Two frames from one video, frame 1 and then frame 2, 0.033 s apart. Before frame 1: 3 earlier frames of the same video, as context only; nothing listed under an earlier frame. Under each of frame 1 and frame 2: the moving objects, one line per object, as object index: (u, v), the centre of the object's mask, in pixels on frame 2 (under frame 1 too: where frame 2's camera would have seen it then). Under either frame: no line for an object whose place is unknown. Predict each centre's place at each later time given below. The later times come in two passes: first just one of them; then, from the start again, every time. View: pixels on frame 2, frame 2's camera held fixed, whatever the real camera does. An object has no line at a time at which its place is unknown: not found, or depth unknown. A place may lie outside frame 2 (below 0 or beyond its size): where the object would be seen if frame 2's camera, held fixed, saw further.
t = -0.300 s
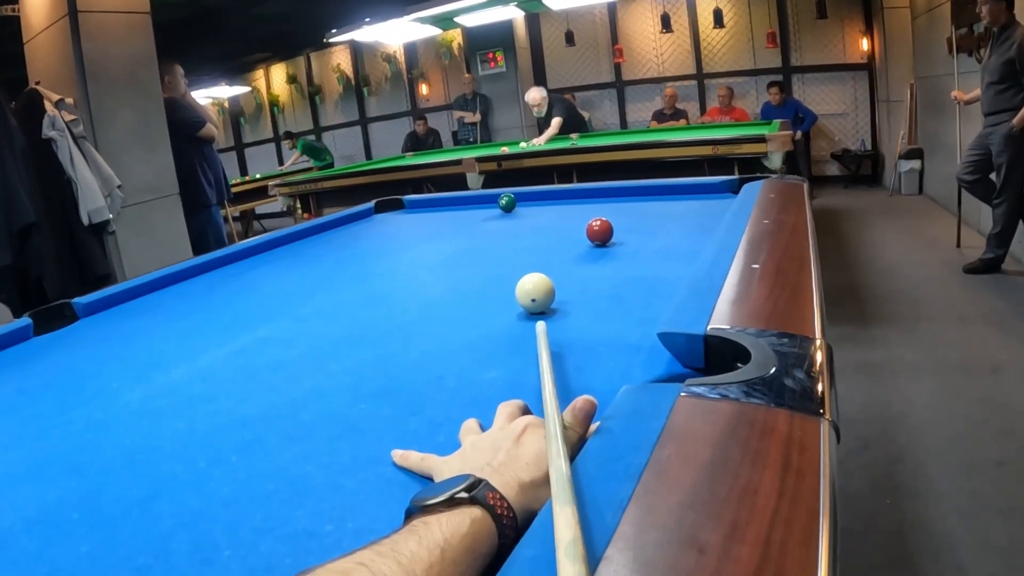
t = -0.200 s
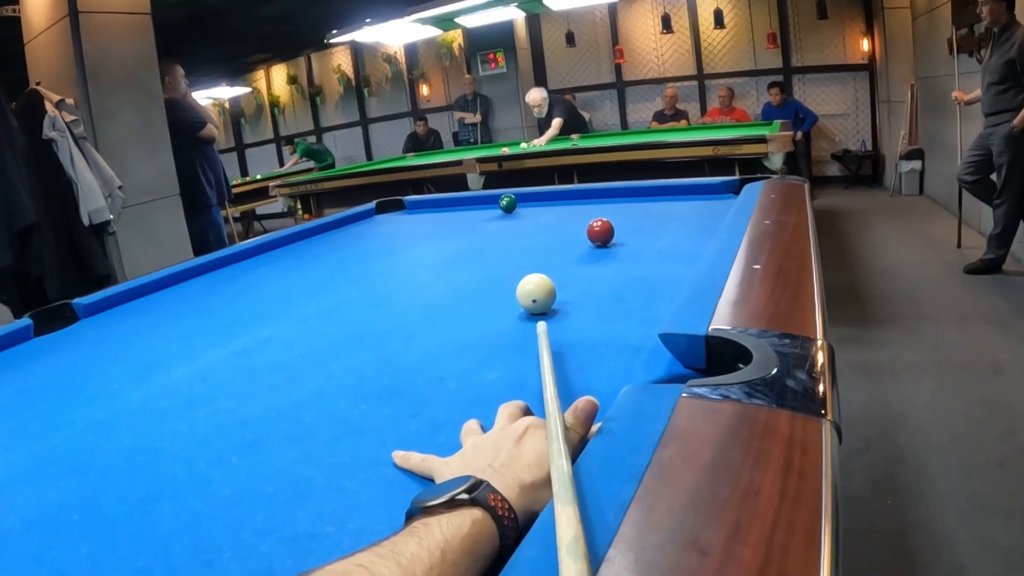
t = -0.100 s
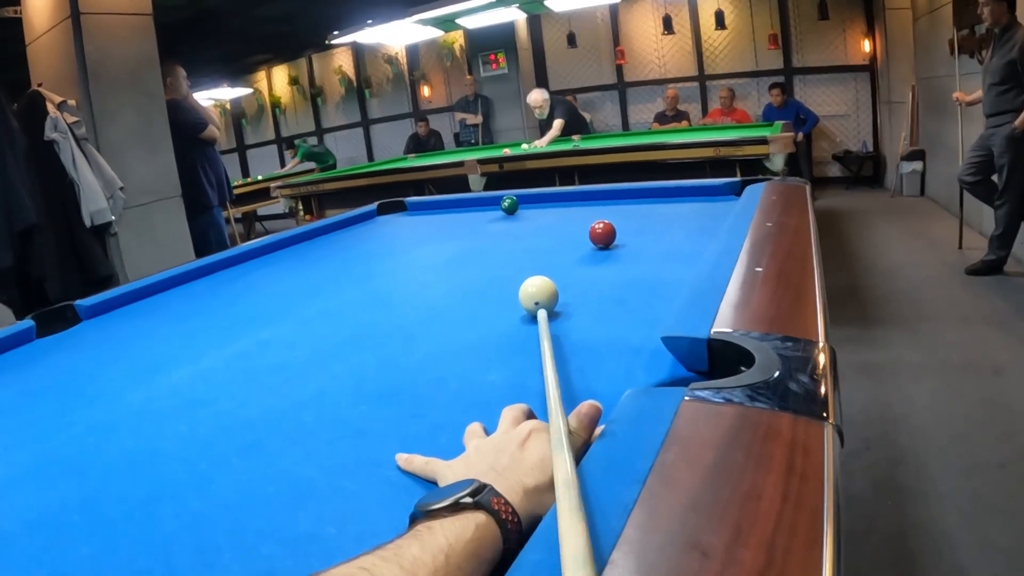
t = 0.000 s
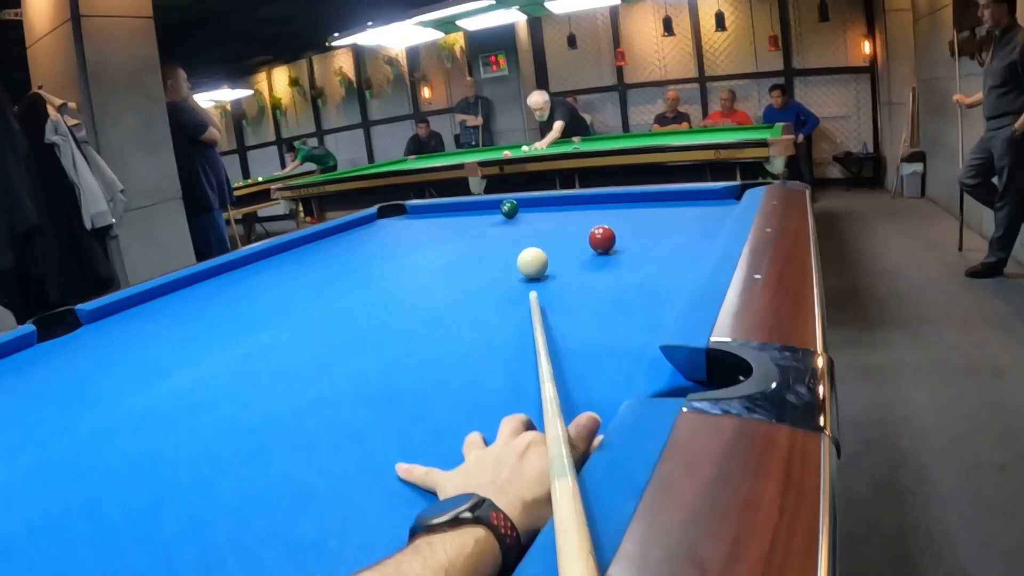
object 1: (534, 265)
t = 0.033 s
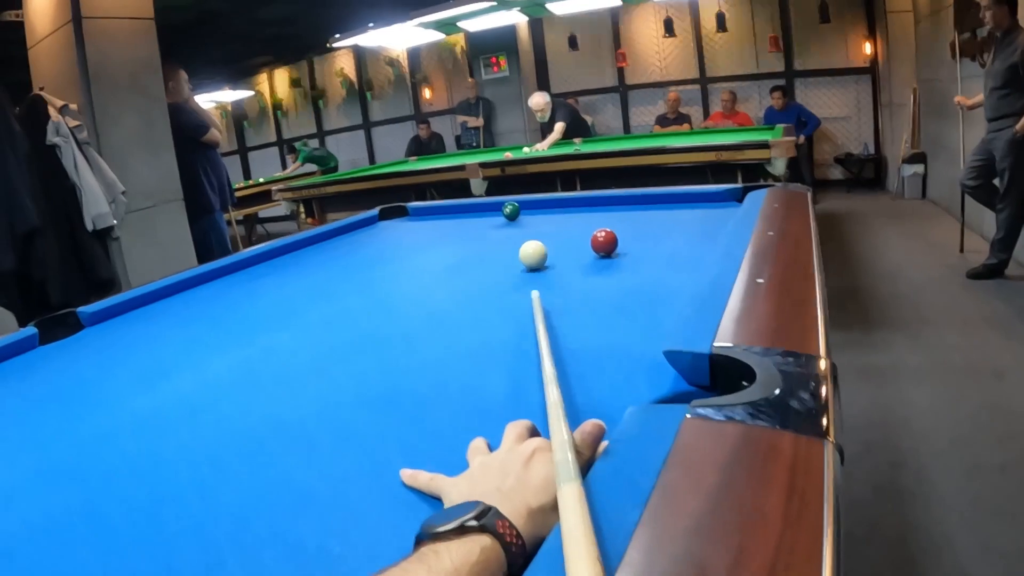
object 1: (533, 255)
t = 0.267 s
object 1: (529, 213)
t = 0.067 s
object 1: (532, 246)
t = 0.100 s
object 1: (532, 238)
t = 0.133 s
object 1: (531, 232)
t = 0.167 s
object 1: (530, 226)
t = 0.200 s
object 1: (529, 221)
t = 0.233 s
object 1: (529, 217)
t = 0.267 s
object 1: (529, 213)
